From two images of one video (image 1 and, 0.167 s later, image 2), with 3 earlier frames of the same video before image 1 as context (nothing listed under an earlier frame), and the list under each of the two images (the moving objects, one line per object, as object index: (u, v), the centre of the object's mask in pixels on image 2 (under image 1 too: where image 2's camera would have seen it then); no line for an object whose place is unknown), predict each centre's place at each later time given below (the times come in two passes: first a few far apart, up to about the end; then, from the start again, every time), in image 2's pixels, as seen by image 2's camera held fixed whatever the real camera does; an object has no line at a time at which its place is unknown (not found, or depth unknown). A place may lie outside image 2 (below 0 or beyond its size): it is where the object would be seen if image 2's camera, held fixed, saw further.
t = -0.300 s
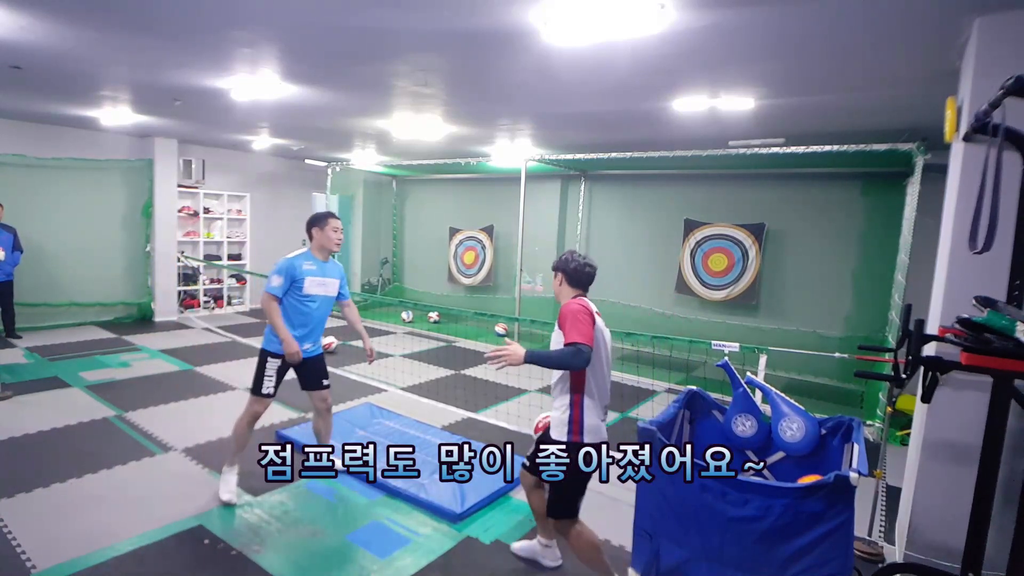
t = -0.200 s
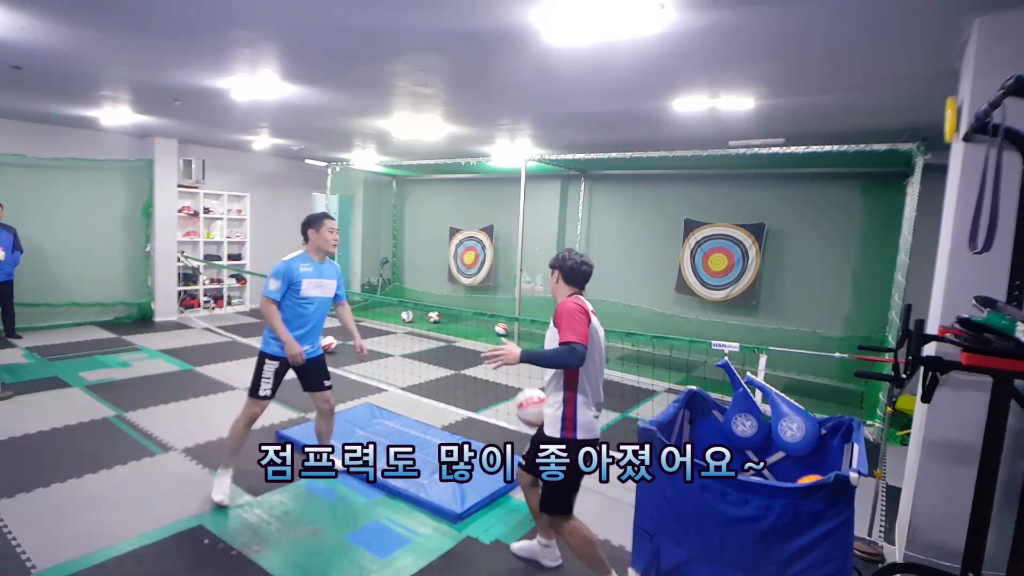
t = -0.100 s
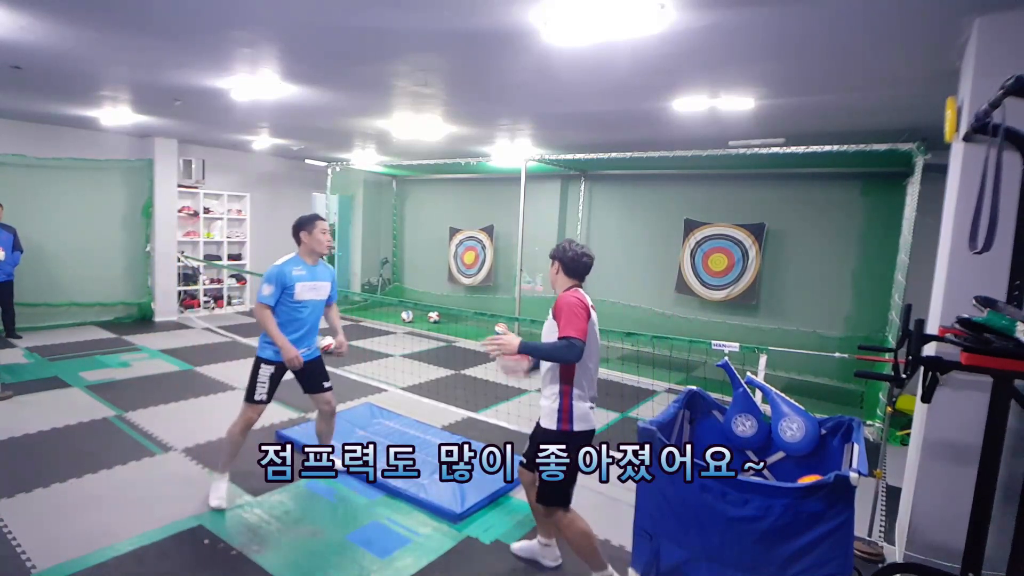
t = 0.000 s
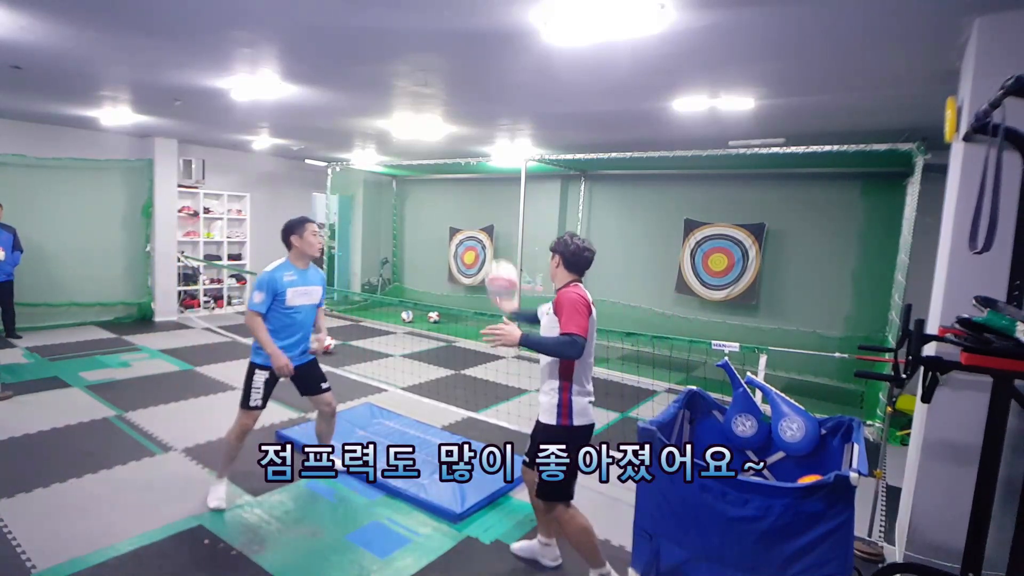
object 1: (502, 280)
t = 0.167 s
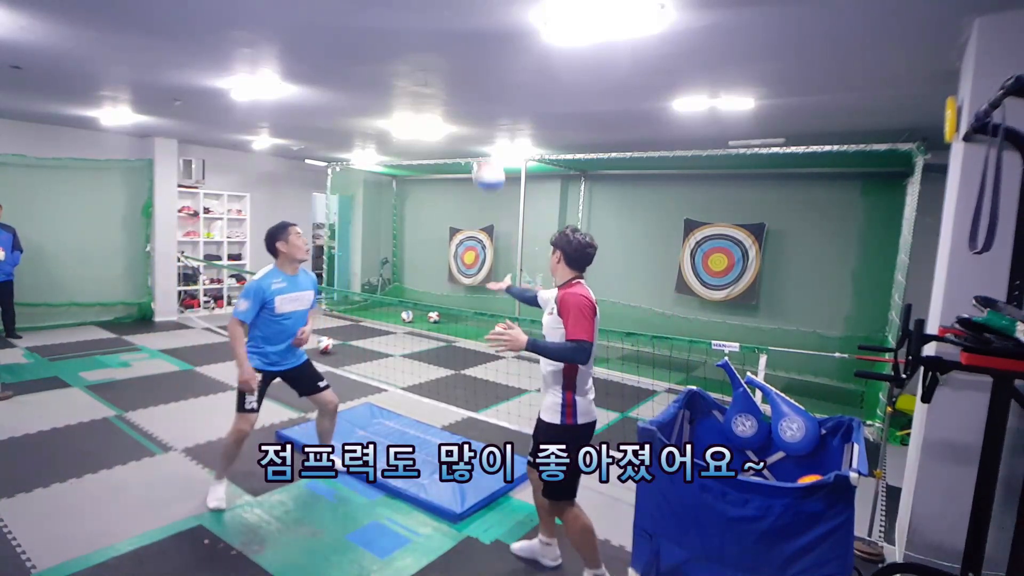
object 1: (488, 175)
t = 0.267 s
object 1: (481, 134)
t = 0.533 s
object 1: (457, 110)
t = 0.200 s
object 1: (485, 159)
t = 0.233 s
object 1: (482, 147)
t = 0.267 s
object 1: (481, 134)
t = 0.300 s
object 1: (479, 124)
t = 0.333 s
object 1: (475, 120)
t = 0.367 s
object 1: (472, 114)
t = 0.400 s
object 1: (469, 110)
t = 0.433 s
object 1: (466, 108)
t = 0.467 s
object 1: (463, 107)
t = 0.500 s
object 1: (460, 108)
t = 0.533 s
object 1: (457, 110)
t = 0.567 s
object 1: (455, 114)
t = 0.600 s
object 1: (453, 120)
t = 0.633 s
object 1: (450, 125)
